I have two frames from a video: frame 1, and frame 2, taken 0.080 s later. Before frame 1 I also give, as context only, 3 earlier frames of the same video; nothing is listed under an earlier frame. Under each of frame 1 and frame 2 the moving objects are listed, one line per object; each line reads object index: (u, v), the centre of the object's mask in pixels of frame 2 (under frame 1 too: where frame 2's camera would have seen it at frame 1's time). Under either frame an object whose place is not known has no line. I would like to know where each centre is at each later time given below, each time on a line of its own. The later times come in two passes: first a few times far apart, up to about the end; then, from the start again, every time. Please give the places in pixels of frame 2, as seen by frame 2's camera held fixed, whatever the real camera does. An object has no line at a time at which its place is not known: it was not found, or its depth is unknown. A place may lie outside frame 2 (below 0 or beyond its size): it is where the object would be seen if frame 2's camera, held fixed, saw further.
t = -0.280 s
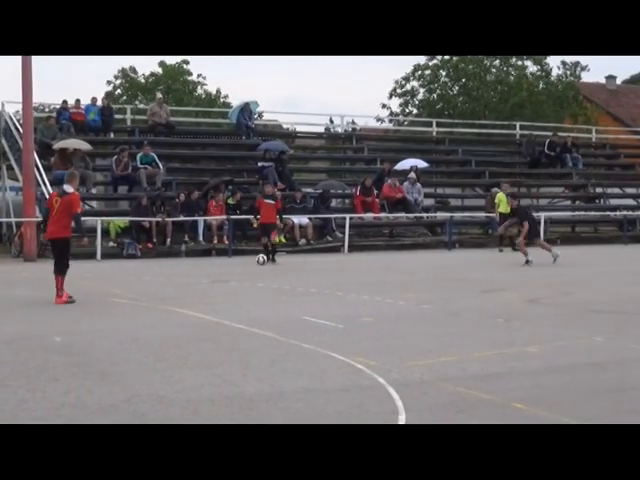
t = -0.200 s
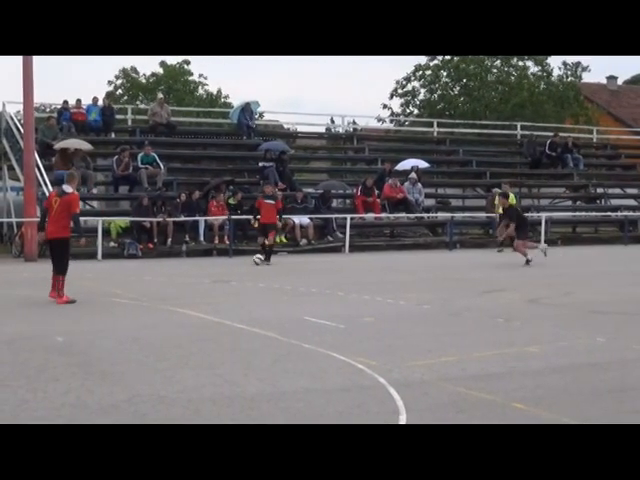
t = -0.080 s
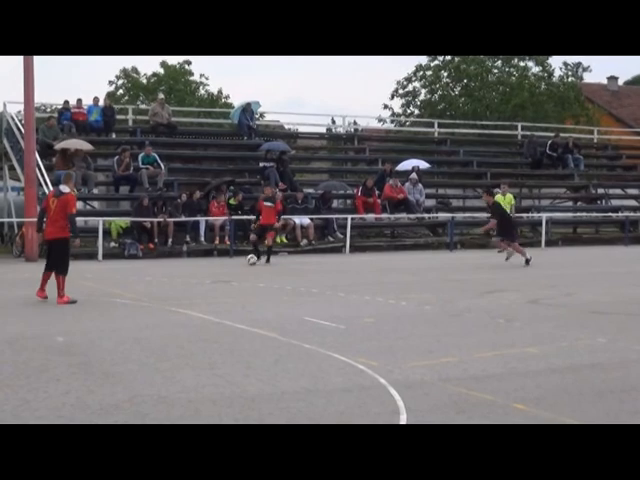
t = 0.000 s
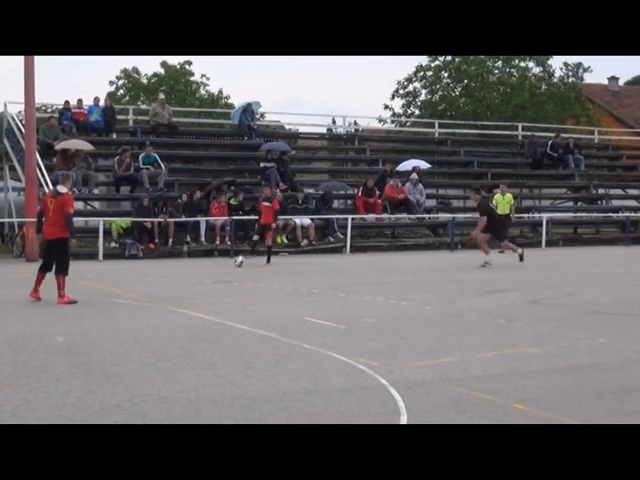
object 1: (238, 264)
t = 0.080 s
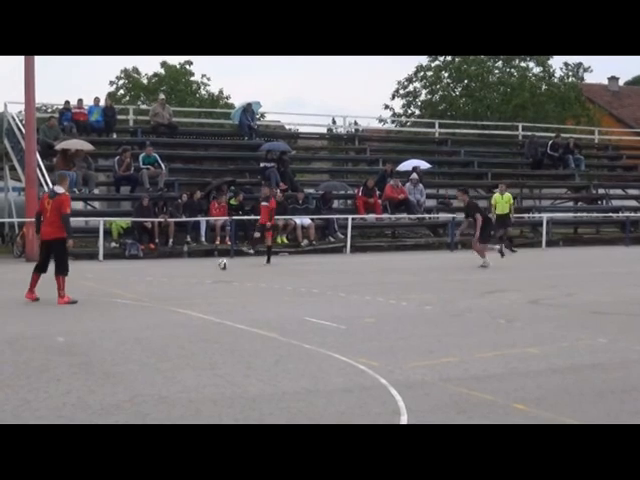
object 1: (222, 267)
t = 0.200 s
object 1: (200, 270)
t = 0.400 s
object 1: (161, 274)
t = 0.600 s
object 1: (124, 278)
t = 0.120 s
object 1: (216, 269)
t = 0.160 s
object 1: (207, 269)
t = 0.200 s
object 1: (200, 270)
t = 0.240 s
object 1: (192, 272)
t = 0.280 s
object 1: (184, 272)
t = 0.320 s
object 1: (175, 274)
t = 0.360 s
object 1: (168, 275)
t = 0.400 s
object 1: (161, 274)
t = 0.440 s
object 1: (154, 273)
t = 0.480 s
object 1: (145, 278)
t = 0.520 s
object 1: (139, 278)
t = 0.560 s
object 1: (132, 276)
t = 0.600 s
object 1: (124, 278)
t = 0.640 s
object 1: (117, 281)
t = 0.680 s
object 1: (110, 283)
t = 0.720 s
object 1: (101, 282)
